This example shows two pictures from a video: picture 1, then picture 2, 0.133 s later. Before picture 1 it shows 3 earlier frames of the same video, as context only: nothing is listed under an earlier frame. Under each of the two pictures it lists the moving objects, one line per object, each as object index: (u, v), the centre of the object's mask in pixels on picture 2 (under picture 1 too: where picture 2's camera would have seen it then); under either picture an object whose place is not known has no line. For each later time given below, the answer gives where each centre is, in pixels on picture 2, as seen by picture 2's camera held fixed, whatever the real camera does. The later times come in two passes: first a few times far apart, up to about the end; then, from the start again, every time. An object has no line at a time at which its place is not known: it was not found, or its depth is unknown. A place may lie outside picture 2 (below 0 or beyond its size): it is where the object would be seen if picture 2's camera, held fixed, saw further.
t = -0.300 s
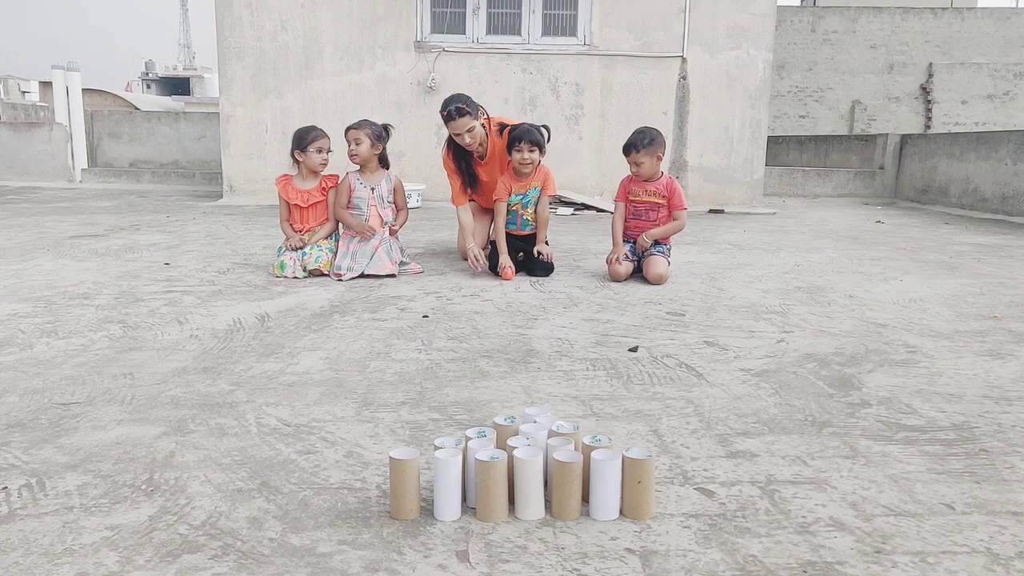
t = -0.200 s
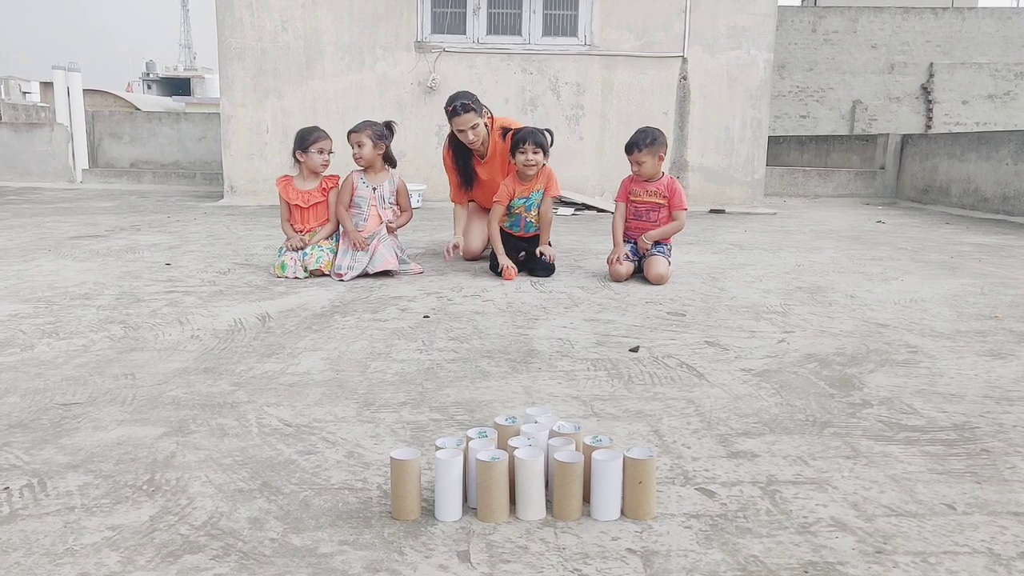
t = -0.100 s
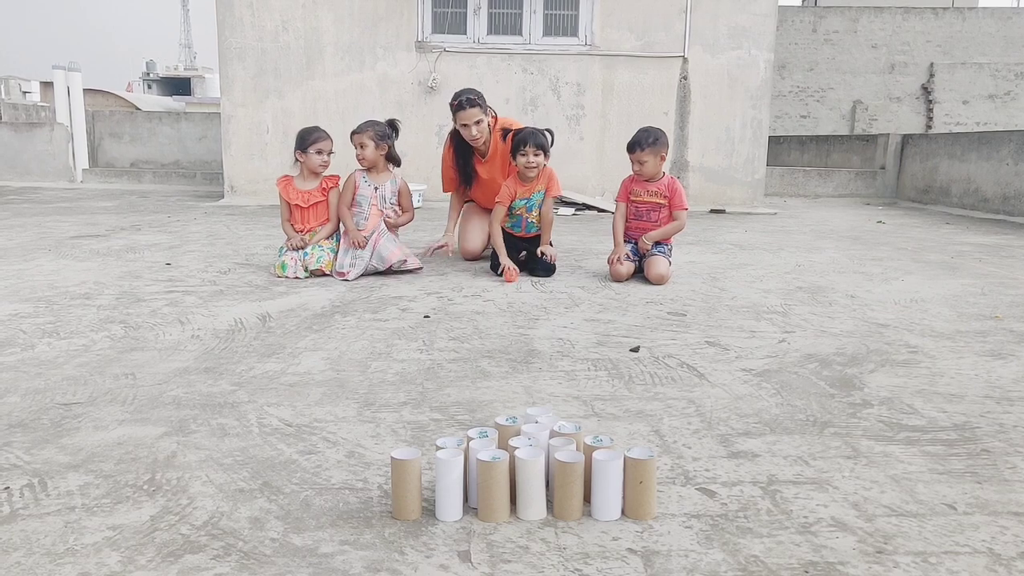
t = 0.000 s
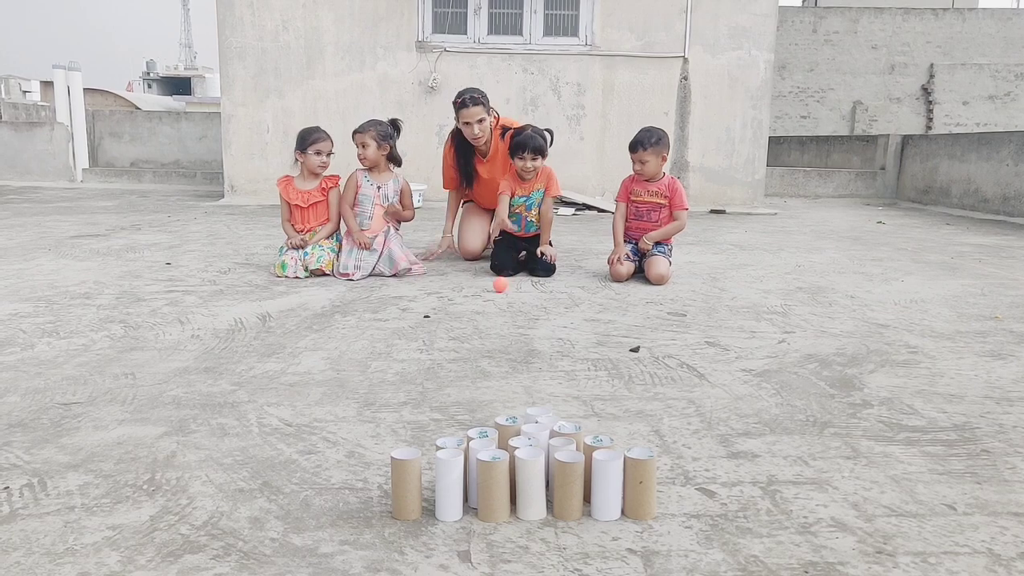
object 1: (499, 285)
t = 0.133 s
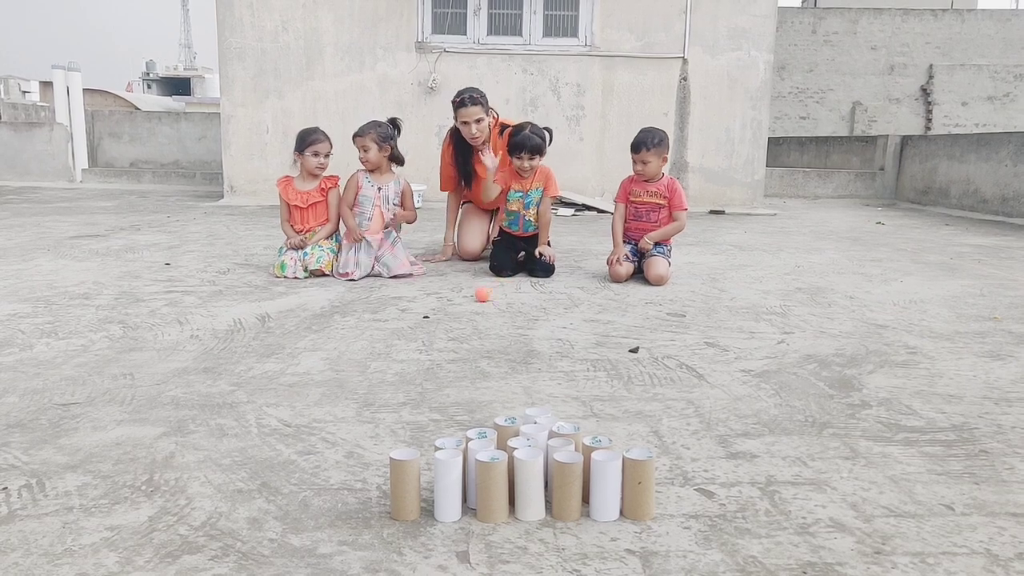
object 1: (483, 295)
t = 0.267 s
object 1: (462, 304)
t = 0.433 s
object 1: (435, 318)
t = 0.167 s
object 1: (477, 297)
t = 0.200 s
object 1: (472, 299)
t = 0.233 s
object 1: (465, 303)
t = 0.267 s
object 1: (462, 304)
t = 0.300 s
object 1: (457, 307)
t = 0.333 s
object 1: (452, 310)
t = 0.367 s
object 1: (445, 314)
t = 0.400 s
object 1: (440, 316)
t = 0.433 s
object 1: (435, 318)
